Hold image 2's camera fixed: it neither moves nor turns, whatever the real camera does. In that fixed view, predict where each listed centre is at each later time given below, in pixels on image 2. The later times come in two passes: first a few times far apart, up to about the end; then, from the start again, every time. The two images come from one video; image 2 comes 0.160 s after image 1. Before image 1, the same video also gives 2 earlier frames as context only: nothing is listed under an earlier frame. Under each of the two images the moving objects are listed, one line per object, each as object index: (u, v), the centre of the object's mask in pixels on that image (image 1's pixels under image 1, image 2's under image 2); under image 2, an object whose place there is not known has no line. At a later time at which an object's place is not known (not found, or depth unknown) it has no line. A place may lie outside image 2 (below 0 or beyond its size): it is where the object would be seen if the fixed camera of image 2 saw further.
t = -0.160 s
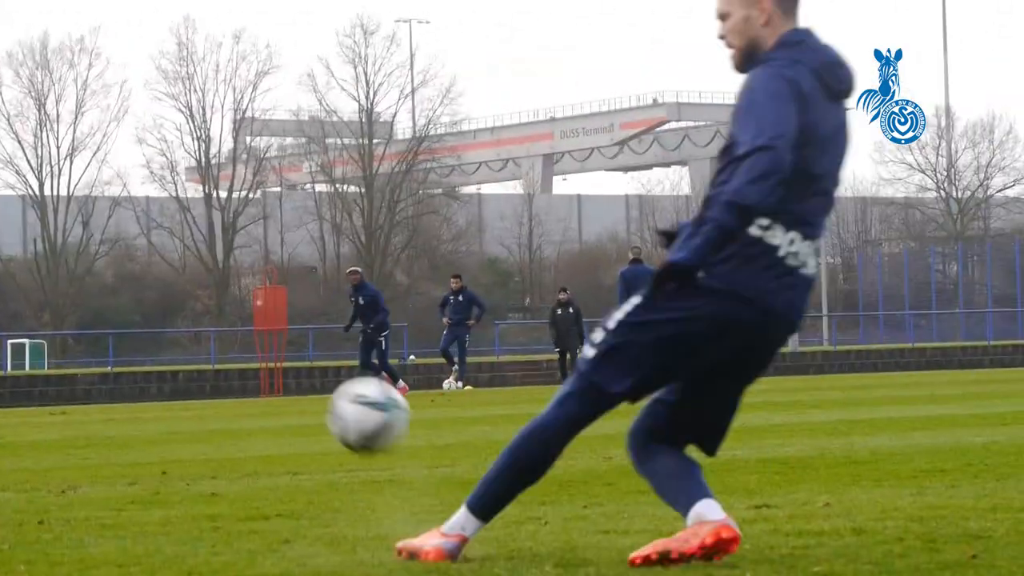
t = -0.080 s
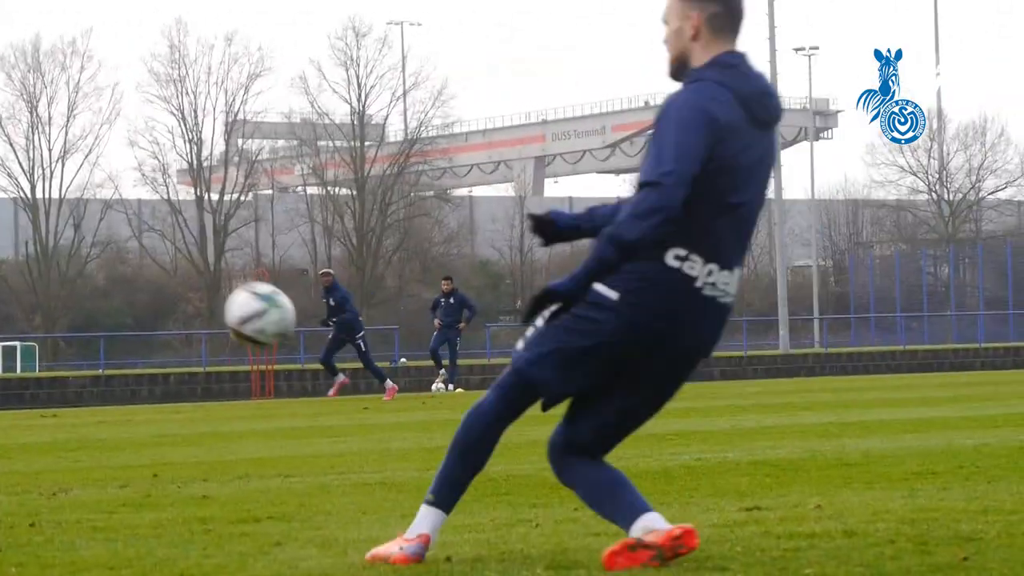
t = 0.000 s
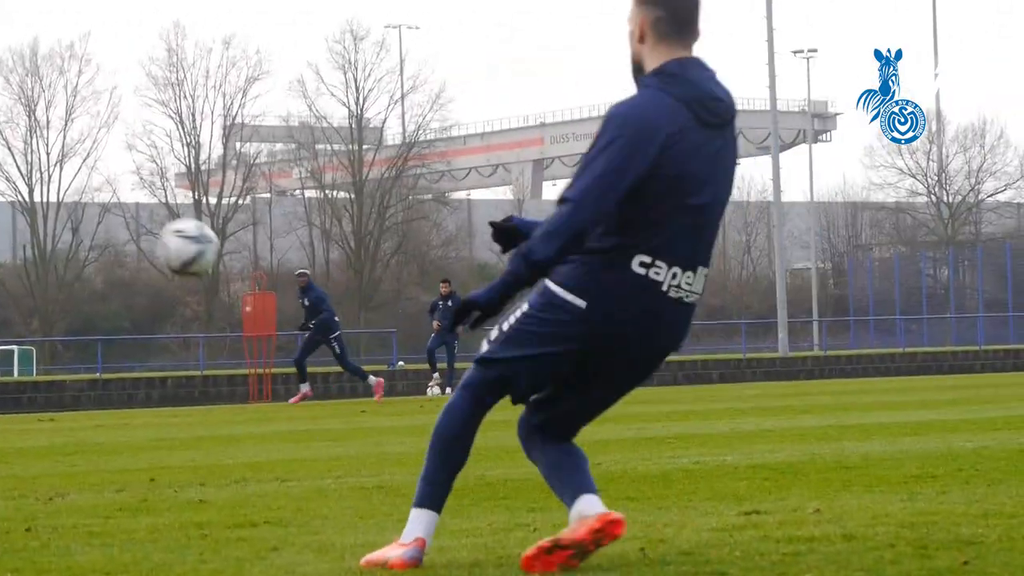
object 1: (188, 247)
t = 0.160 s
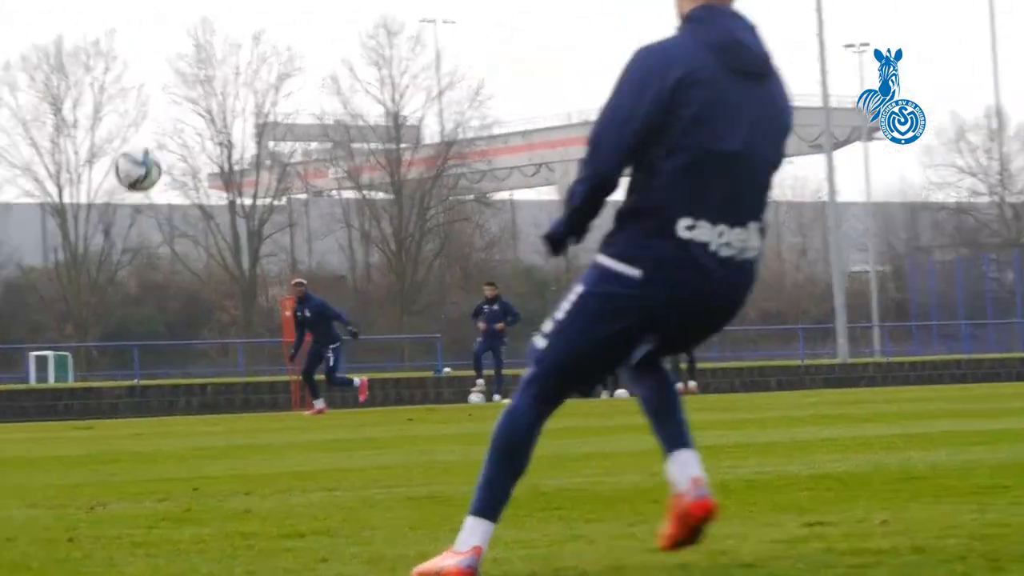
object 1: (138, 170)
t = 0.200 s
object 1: (124, 157)
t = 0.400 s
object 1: (83, 126)
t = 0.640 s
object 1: (69, 150)
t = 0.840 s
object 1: (87, 204)
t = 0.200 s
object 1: (124, 157)
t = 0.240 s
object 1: (113, 147)
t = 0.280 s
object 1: (104, 139)
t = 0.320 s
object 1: (95, 132)
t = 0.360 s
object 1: (88, 130)
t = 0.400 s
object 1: (83, 126)
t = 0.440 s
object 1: (78, 125)
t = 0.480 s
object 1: (74, 128)
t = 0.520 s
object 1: (72, 131)
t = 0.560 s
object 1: (71, 137)
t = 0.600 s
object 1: (70, 141)
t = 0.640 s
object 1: (69, 150)
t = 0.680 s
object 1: (73, 159)
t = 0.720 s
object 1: (76, 166)
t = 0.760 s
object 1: (77, 179)
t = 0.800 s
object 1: (81, 190)
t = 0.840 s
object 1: (87, 204)
